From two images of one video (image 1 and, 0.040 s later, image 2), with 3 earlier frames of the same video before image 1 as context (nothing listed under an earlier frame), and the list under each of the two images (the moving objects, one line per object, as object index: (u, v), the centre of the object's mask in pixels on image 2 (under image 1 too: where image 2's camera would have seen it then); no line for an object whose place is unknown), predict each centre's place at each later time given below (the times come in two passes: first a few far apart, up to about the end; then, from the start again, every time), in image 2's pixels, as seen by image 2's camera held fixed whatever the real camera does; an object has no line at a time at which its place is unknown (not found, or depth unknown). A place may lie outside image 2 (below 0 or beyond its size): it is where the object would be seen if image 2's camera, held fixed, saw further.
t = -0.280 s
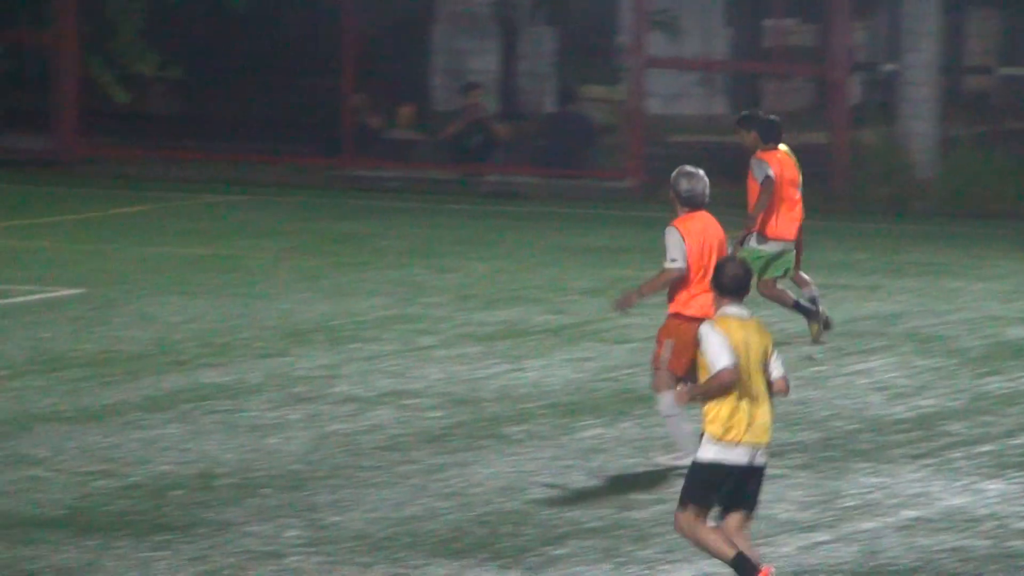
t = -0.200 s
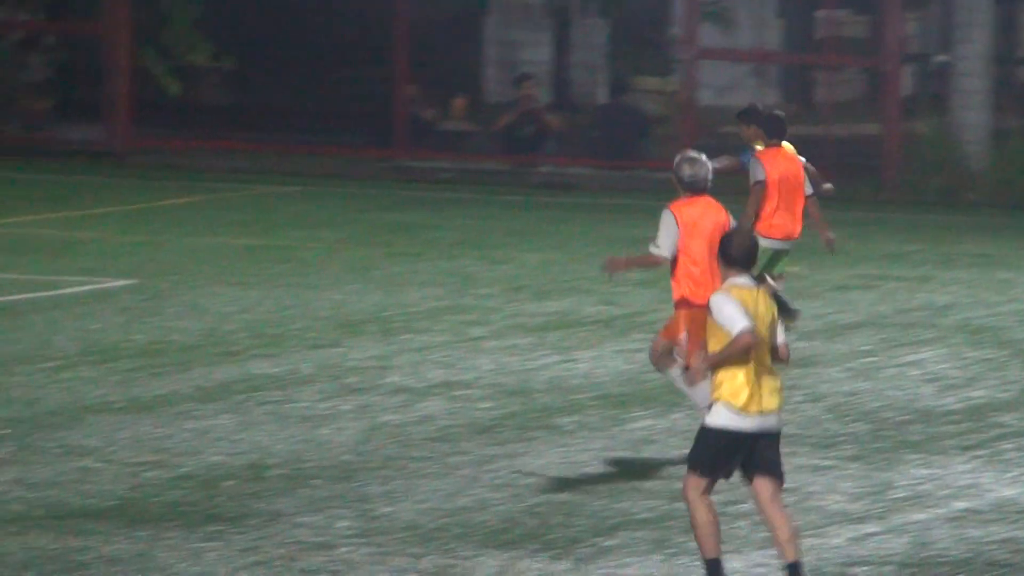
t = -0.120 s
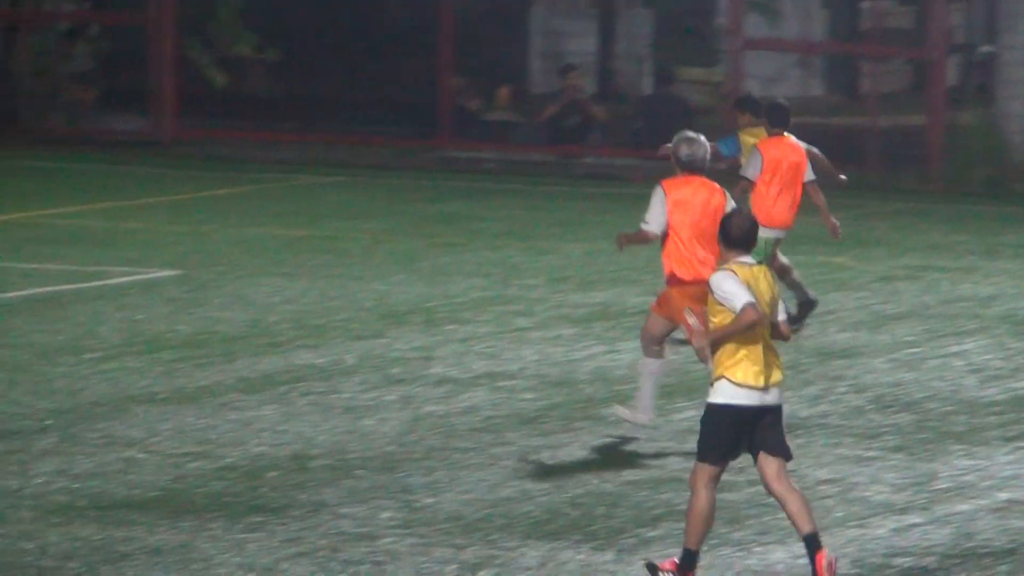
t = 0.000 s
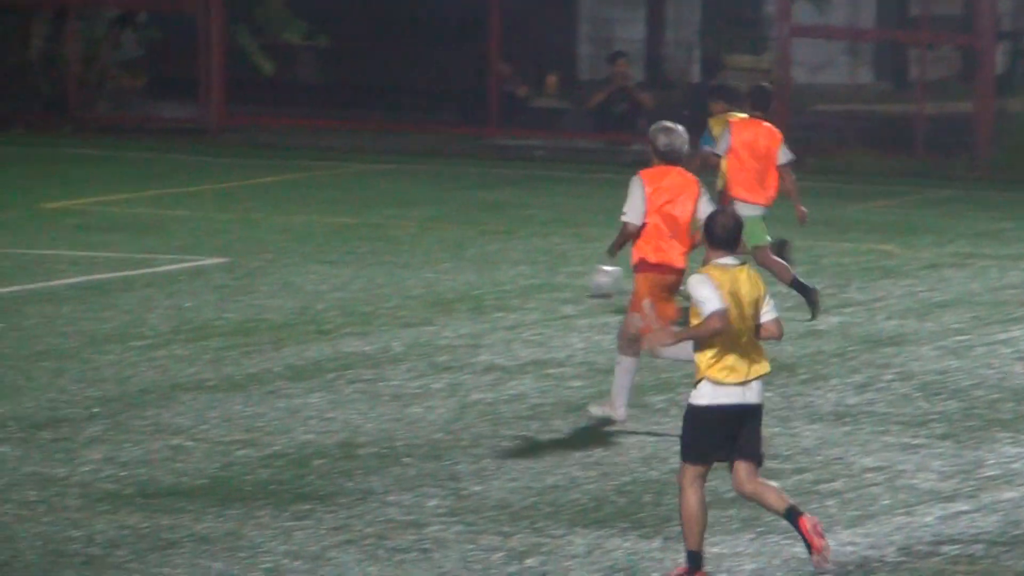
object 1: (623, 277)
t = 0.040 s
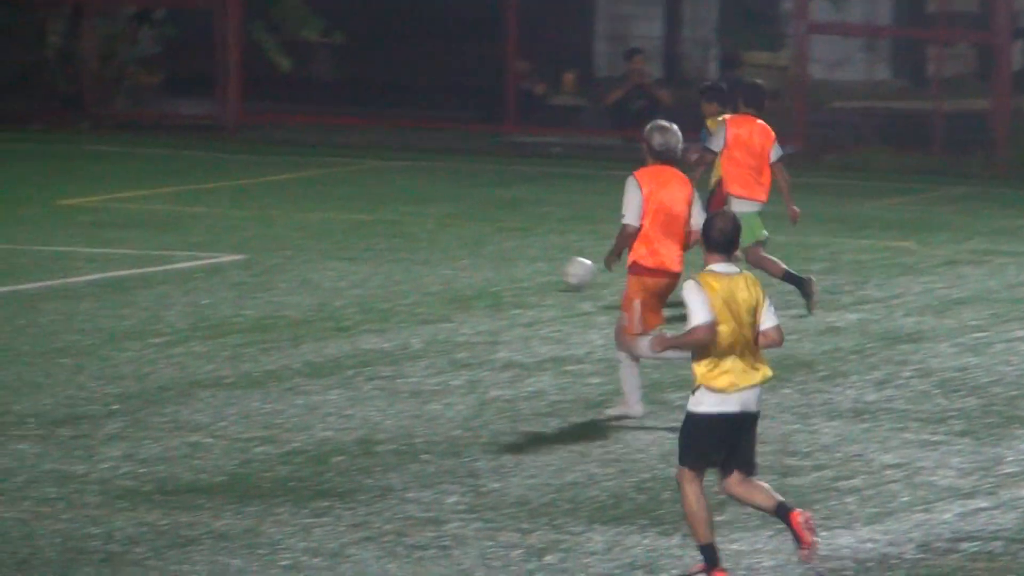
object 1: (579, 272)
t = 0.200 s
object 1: (407, 267)
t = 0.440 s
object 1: (194, 255)
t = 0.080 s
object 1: (535, 269)
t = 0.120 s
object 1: (493, 268)
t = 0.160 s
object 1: (449, 266)
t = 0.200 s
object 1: (407, 267)
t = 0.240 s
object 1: (369, 263)
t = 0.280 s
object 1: (330, 262)
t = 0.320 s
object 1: (294, 260)
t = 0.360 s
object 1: (260, 258)
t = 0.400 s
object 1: (226, 257)
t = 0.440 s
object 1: (194, 255)
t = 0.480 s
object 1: (163, 254)
